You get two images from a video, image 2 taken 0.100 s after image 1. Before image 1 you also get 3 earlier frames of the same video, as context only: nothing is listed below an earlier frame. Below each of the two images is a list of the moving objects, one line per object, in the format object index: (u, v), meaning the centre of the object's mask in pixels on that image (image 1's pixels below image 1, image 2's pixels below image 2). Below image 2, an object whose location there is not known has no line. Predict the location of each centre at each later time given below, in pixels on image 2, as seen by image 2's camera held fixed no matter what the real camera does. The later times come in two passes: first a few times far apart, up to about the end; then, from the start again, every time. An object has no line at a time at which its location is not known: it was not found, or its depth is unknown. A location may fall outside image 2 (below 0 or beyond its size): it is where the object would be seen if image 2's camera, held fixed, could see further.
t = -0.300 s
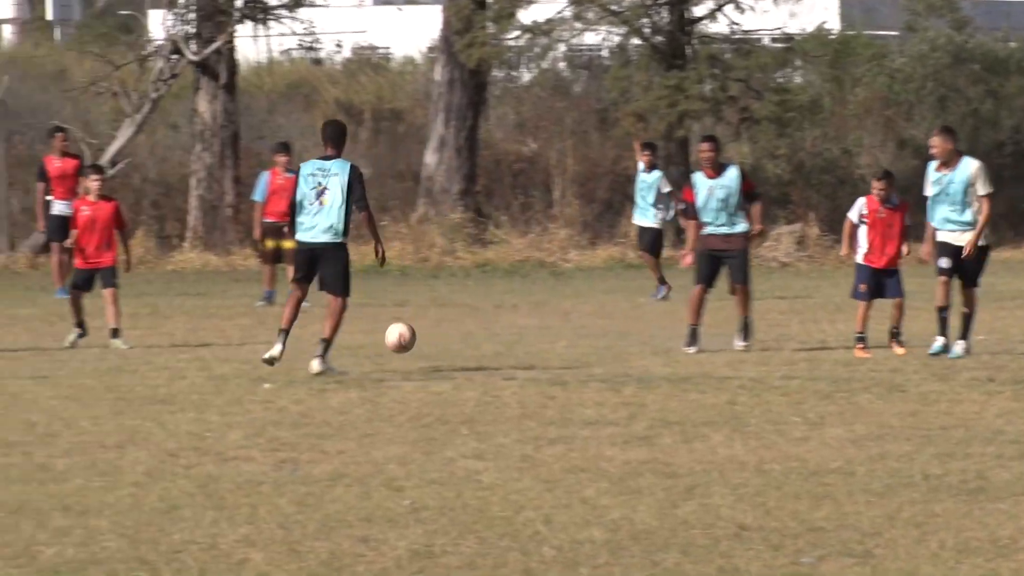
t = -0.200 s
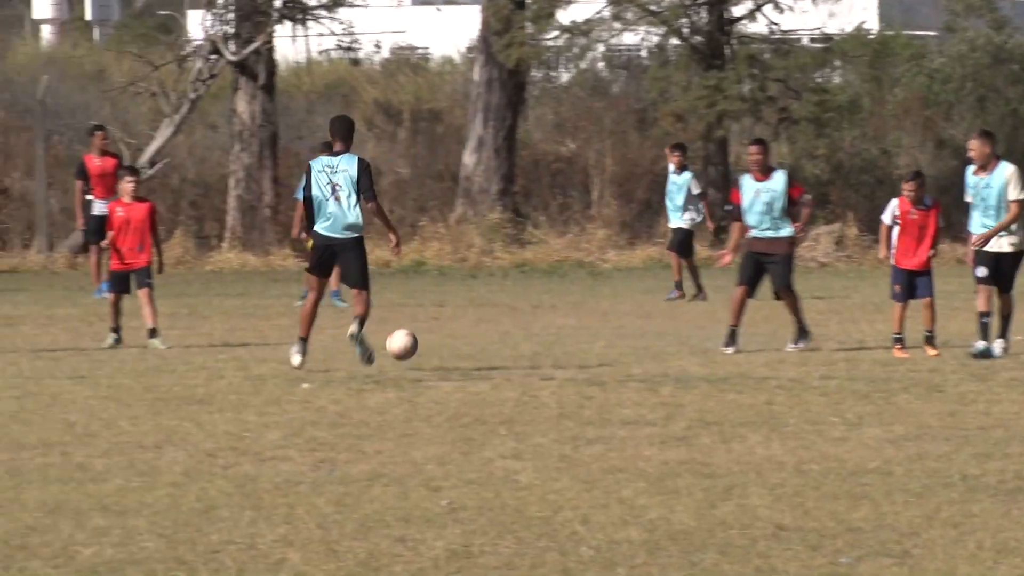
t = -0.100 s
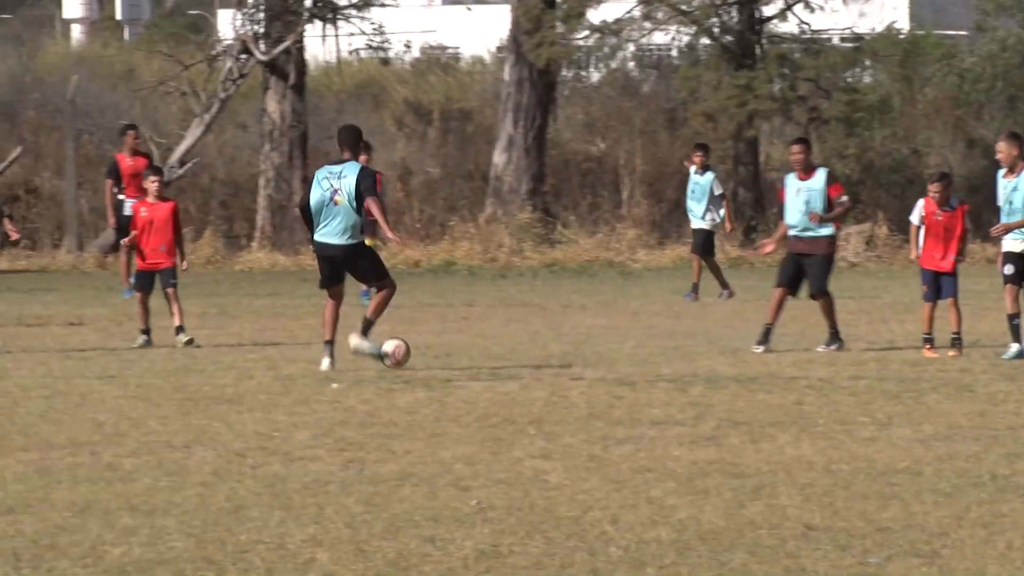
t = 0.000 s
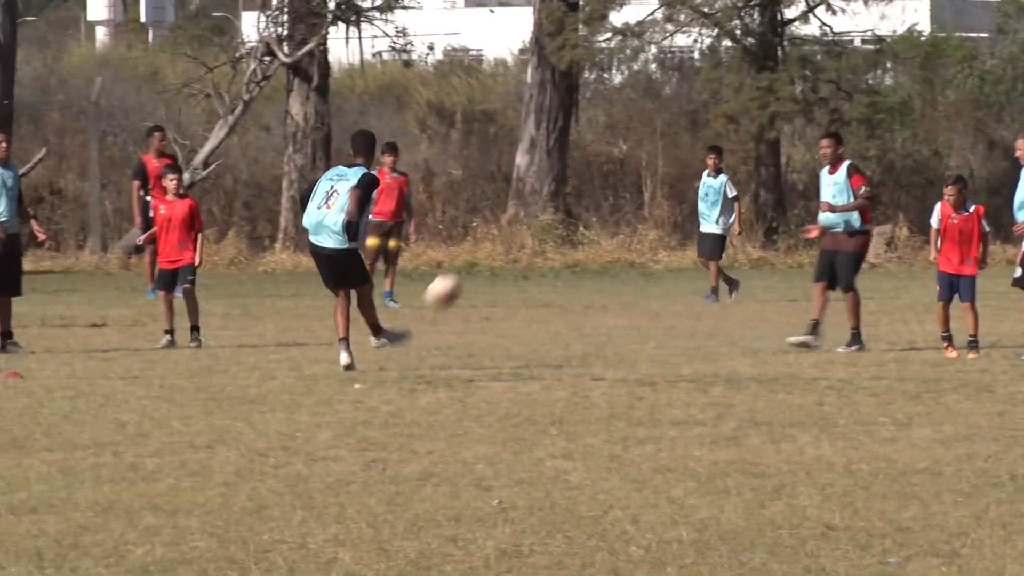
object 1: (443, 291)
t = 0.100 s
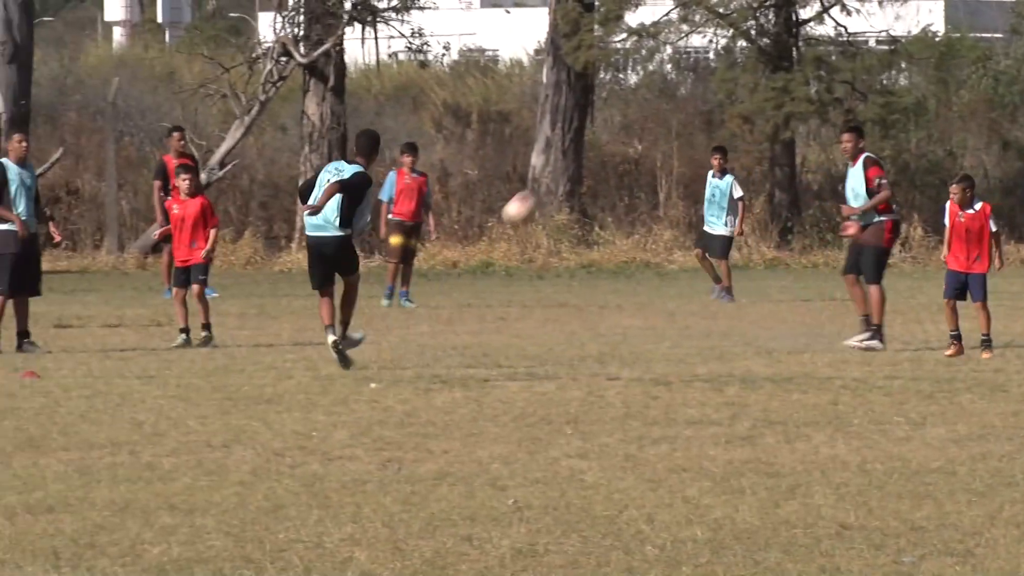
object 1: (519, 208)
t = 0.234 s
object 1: (594, 124)
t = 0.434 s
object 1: (696, 49)
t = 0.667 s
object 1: (791, 26)
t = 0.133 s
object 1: (538, 184)
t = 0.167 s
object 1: (557, 164)
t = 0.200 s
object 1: (576, 143)
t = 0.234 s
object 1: (594, 124)
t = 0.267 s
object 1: (613, 108)
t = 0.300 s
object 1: (629, 94)
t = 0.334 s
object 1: (646, 80)
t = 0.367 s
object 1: (663, 68)
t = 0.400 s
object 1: (680, 59)
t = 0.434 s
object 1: (696, 49)
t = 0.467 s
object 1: (712, 42)
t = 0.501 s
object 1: (726, 36)
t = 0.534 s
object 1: (738, 31)
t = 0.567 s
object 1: (752, 28)
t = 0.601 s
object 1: (766, 26)
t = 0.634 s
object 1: (778, 25)
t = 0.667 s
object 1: (791, 26)
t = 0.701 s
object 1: (803, 29)
